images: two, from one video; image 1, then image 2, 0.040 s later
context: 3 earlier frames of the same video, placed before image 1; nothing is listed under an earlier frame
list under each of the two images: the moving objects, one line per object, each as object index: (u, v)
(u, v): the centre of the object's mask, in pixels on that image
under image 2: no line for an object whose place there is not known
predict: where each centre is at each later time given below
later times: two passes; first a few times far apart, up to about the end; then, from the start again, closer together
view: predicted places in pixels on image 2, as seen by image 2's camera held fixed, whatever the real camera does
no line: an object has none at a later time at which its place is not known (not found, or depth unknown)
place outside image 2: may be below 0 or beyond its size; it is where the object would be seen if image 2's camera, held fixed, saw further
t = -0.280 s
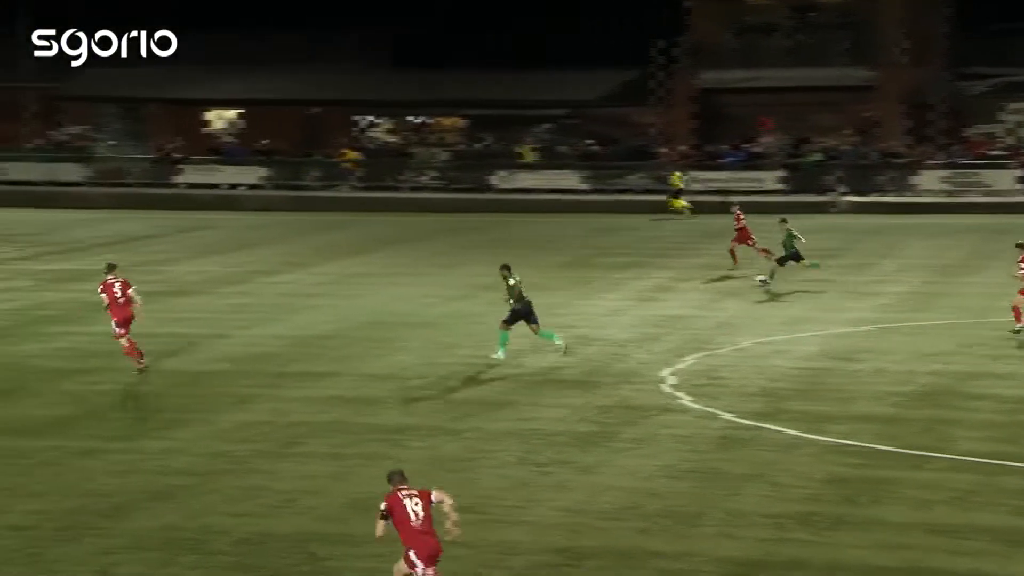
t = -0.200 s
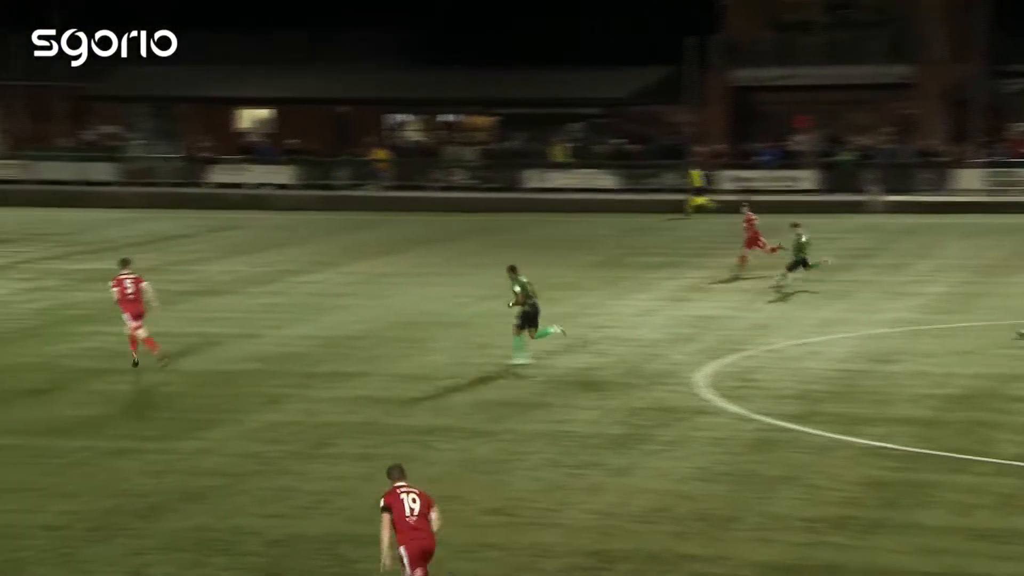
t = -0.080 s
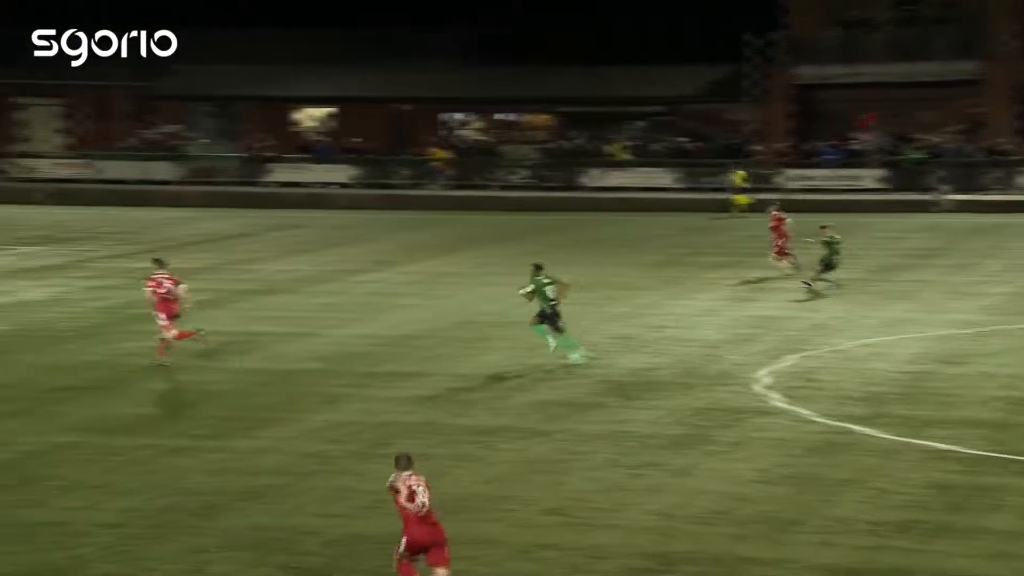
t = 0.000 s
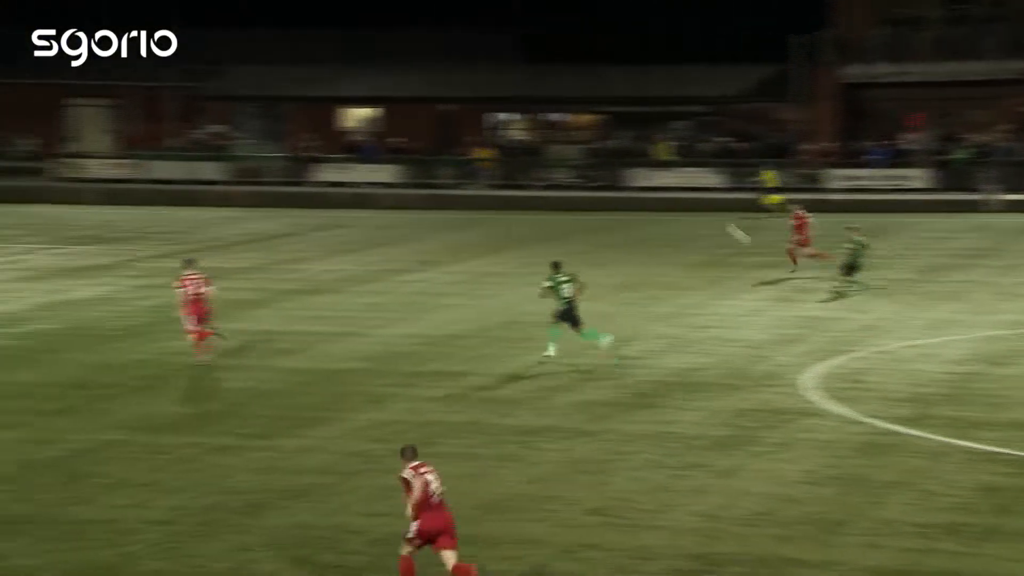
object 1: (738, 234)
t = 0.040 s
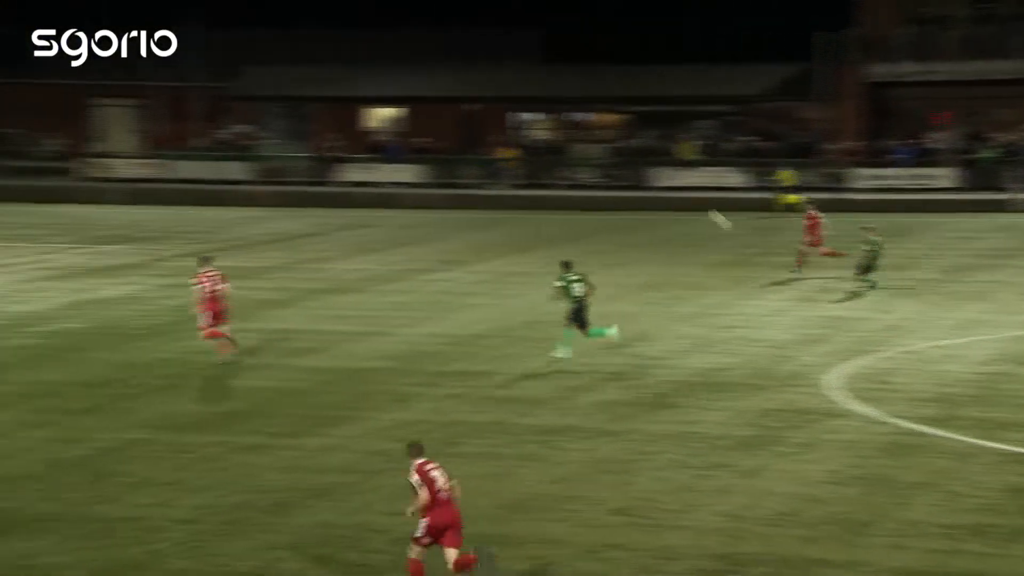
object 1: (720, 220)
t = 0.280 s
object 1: (485, 145)
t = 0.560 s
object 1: (240, 69)
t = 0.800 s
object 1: (44, 17)
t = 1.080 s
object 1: (-180, -32)
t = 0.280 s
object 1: (485, 145)
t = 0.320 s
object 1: (449, 134)
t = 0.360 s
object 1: (412, 121)
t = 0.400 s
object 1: (378, 109)
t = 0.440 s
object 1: (342, 100)
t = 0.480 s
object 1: (308, 90)
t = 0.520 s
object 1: (273, 80)
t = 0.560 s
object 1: (240, 69)
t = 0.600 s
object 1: (207, 60)
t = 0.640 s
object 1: (173, 51)
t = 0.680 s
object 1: (140, 42)
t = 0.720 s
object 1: (108, 34)
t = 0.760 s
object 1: (76, 25)
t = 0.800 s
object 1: (44, 17)
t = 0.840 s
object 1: (12, 9)
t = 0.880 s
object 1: (-21, 2)
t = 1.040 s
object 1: (-148, -26)
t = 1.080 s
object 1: (-180, -32)
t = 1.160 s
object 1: (-247, -42)
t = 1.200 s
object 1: (-282, -47)
